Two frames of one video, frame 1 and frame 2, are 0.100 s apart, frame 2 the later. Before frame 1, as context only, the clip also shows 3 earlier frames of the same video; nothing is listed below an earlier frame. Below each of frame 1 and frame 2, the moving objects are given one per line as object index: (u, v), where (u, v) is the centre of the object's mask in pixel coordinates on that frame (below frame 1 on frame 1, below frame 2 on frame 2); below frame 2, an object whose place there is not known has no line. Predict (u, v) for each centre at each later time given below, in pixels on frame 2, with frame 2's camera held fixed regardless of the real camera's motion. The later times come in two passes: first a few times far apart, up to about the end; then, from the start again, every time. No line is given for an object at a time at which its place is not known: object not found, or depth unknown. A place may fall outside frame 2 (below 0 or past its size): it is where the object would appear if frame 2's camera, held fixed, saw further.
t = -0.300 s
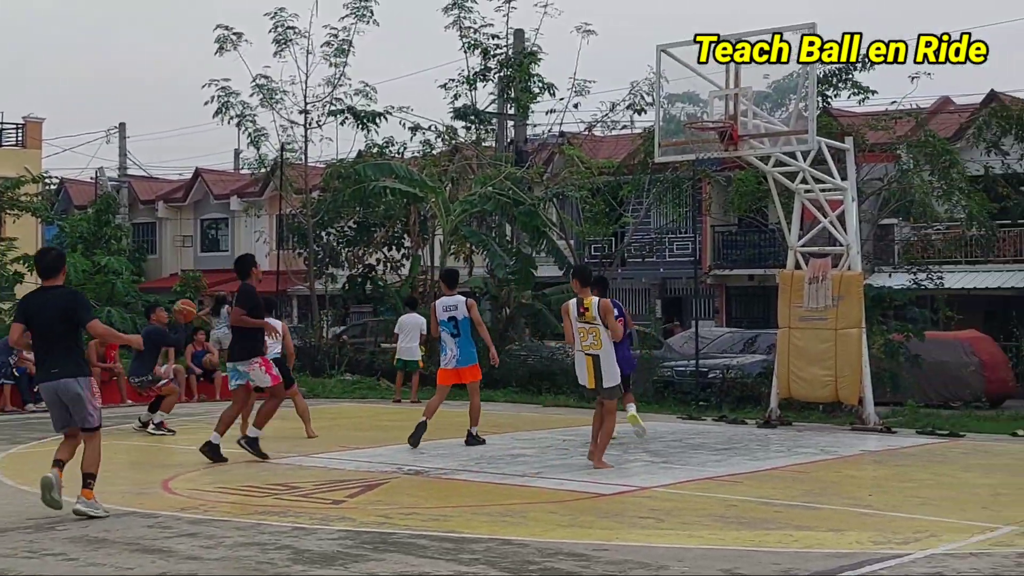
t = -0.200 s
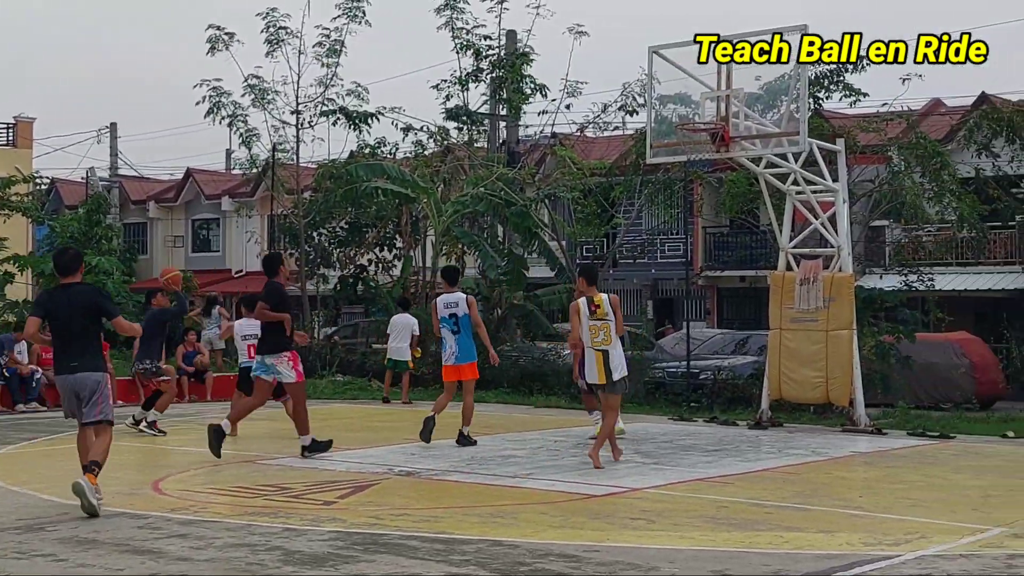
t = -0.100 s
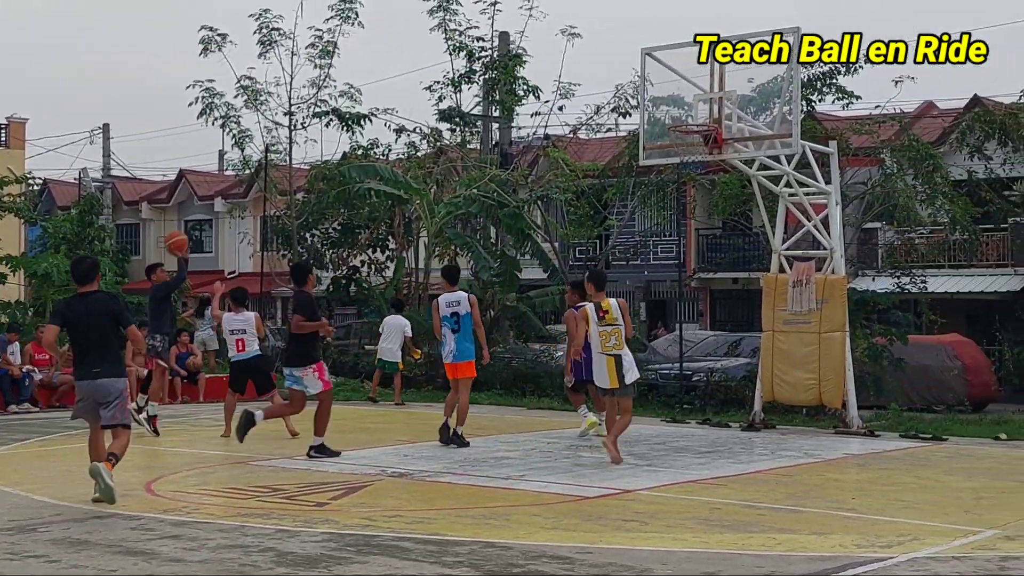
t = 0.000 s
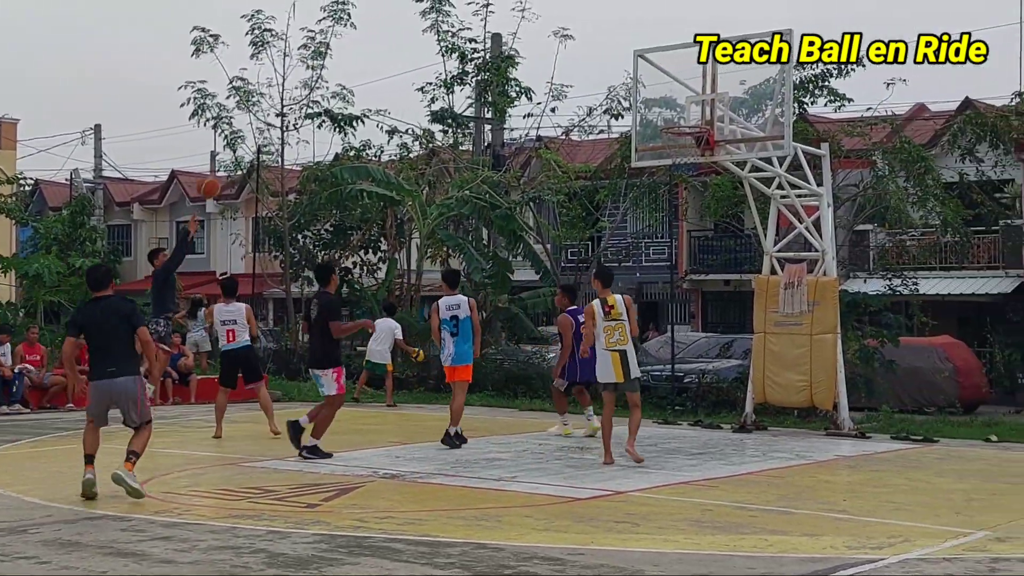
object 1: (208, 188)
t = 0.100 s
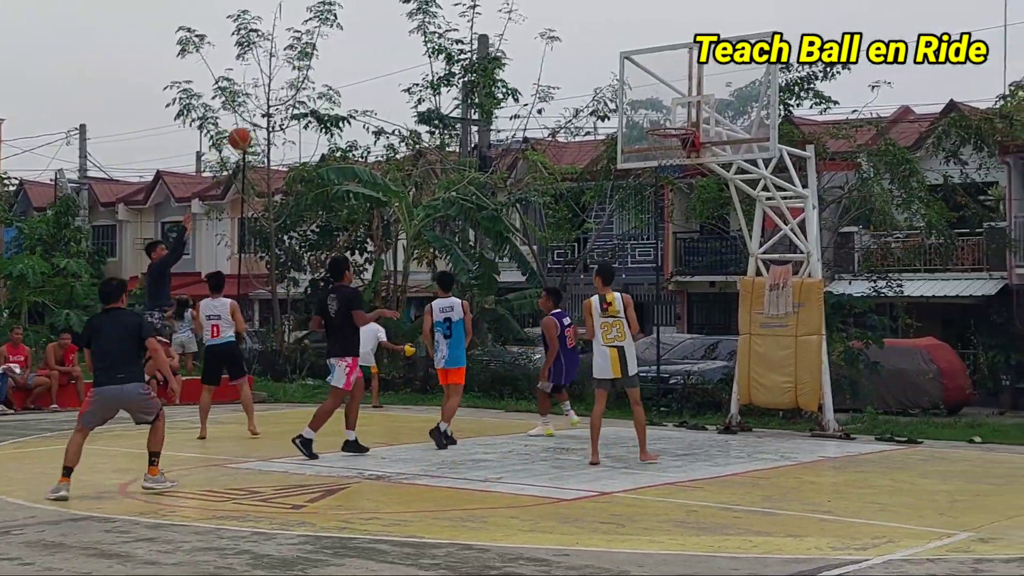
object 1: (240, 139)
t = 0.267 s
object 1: (317, 77)
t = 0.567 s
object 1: (455, 32)
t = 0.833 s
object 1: (578, 63)
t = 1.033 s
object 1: (666, 120)
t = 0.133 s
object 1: (255, 124)
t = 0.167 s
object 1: (270, 112)
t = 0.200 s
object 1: (285, 99)
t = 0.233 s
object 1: (301, 88)
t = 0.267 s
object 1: (317, 77)
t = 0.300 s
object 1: (332, 68)
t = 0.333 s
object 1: (348, 60)
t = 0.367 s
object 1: (363, 53)
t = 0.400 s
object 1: (379, 47)
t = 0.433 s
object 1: (394, 42)
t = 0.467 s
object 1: (409, 38)
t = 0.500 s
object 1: (424, 35)
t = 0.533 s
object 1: (439, 33)
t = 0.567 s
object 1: (455, 32)
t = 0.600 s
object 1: (470, 32)
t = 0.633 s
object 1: (485, 34)
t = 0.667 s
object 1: (501, 36)
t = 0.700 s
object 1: (516, 39)
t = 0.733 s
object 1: (532, 44)
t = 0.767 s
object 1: (548, 49)
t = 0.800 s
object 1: (563, 56)
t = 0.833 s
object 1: (578, 63)
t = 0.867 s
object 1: (594, 72)
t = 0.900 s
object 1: (609, 82)
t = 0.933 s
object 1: (625, 94)
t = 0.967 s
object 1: (639, 106)
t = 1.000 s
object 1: (655, 119)
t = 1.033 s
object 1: (666, 120)
